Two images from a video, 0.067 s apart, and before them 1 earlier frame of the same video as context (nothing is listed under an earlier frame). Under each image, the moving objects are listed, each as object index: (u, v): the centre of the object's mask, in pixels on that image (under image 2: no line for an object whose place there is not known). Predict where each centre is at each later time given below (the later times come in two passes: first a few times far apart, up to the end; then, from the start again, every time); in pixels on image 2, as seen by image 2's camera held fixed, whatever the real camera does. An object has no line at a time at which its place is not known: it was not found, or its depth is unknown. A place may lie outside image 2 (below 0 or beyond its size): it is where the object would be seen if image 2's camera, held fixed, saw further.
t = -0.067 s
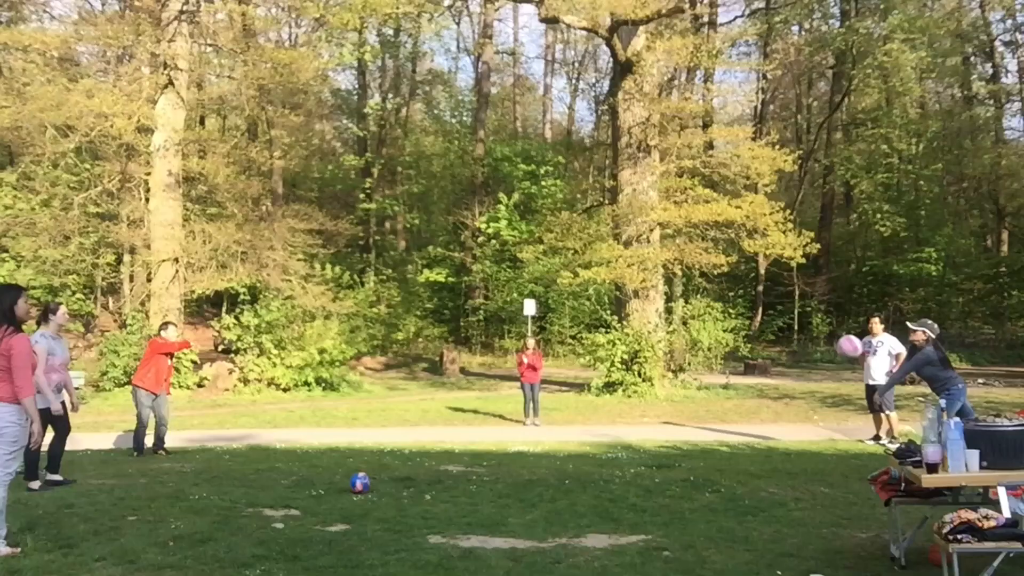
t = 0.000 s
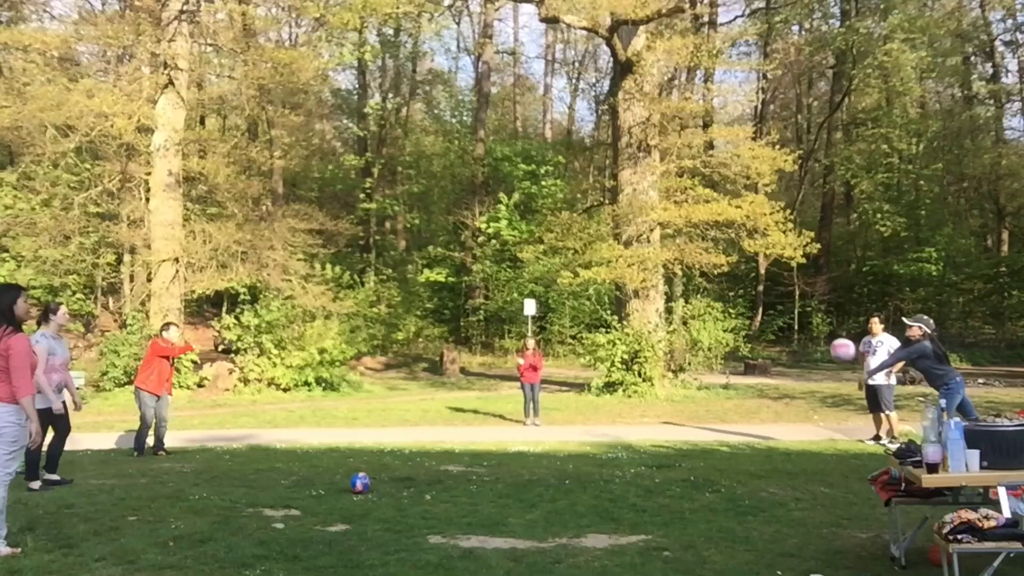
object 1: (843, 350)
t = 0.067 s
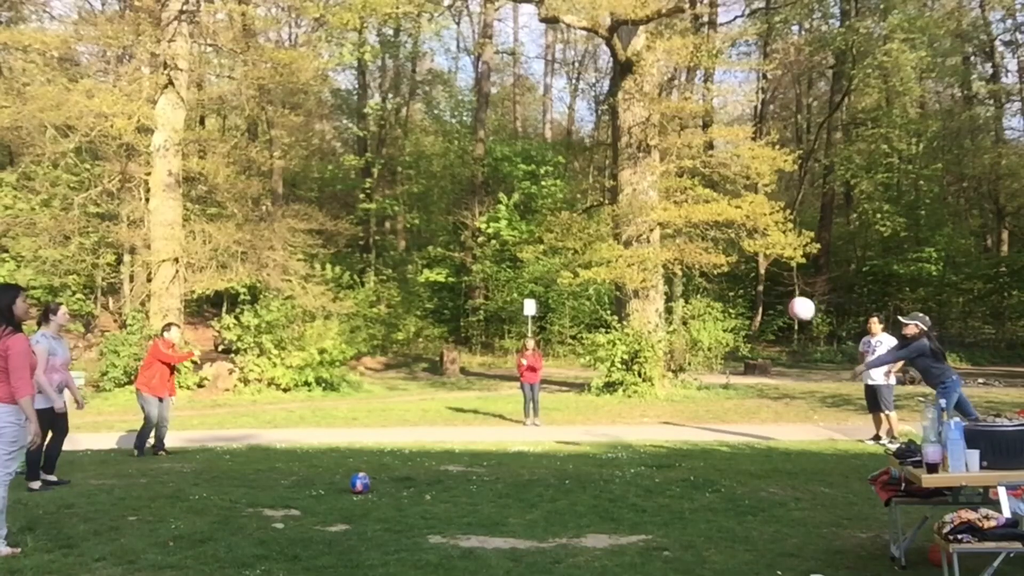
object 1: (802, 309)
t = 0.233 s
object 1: (704, 229)
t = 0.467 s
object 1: (577, 174)
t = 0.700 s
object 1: (462, 176)
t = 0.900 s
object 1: (369, 222)
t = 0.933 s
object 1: (354, 233)
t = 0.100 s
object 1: (781, 290)
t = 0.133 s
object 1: (762, 273)
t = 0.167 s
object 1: (742, 257)
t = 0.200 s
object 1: (723, 242)
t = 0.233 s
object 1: (704, 229)
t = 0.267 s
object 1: (685, 217)
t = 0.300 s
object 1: (666, 207)
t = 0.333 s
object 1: (649, 197)
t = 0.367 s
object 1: (630, 190)
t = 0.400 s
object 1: (612, 184)
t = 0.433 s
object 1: (594, 178)
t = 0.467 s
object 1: (577, 174)
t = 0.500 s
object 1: (560, 170)
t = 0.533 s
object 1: (543, 168)
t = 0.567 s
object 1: (526, 168)
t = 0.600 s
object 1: (509, 168)
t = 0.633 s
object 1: (493, 170)
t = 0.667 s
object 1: (477, 173)
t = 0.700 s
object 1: (462, 176)
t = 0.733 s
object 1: (446, 182)
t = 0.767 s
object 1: (430, 188)
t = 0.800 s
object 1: (415, 194)
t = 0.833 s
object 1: (399, 202)
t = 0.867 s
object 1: (384, 211)
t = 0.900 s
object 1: (369, 222)
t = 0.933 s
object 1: (354, 233)
